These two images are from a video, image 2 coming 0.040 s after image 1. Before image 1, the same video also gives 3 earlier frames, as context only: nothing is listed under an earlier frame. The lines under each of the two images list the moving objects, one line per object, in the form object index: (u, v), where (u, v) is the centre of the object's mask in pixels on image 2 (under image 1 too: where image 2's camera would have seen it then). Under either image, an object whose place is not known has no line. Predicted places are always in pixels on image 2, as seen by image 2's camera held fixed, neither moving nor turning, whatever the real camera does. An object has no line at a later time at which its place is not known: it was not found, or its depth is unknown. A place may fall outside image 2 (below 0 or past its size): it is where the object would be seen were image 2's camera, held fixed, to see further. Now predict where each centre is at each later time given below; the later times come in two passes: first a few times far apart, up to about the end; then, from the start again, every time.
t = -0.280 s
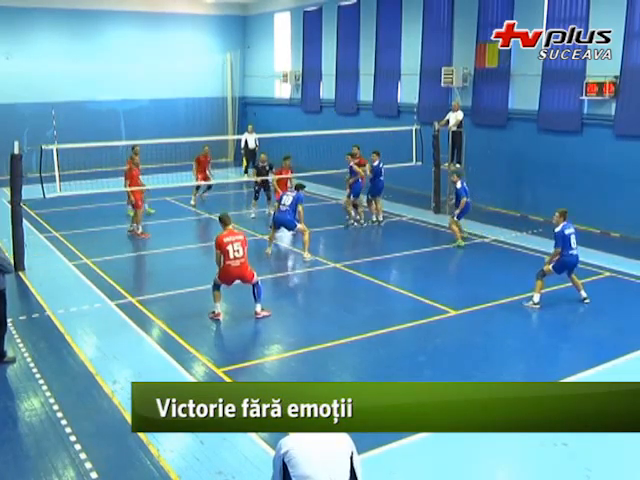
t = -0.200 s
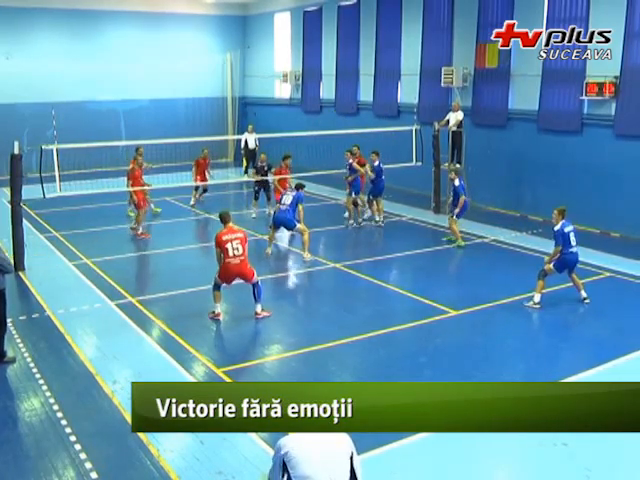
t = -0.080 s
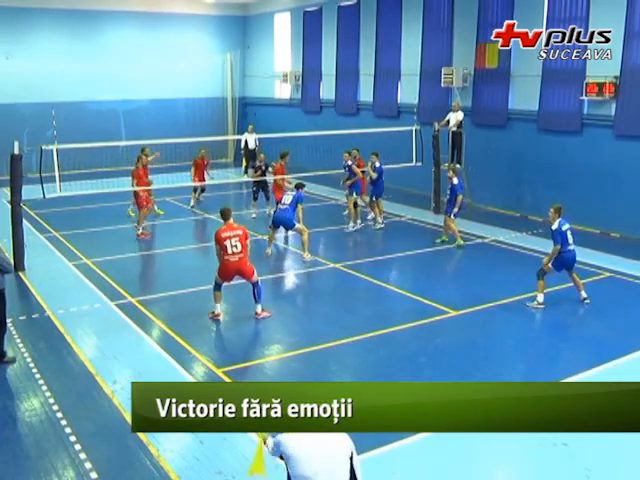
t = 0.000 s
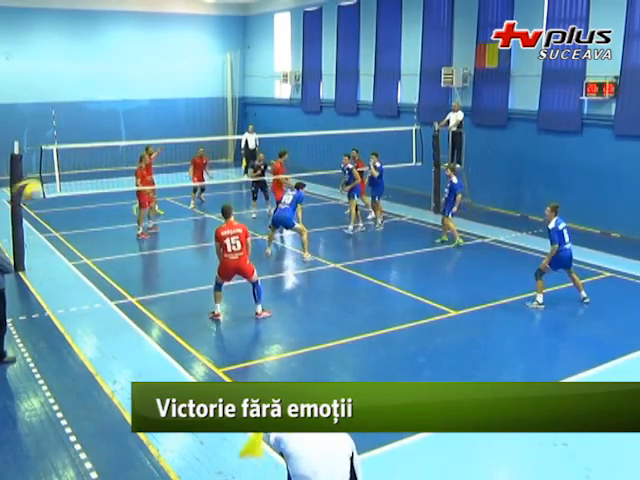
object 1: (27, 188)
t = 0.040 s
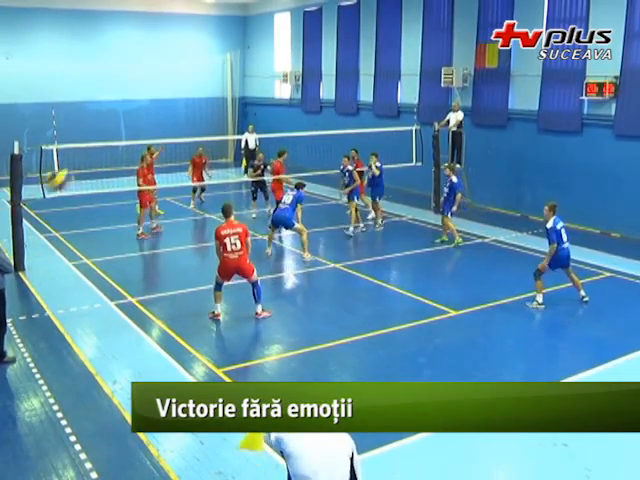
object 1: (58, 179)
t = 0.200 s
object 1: (185, 151)
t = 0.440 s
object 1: (371, 157)
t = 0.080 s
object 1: (92, 169)
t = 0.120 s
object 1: (121, 161)
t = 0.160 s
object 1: (154, 156)
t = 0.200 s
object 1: (185, 151)
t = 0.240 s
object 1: (216, 147)
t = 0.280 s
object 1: (244, 146)
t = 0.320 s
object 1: (279, 146)
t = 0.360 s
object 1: (308, 148)
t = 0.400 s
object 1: (340, 152)
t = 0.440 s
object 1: (371, 157)
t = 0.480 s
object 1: (401, 163)
